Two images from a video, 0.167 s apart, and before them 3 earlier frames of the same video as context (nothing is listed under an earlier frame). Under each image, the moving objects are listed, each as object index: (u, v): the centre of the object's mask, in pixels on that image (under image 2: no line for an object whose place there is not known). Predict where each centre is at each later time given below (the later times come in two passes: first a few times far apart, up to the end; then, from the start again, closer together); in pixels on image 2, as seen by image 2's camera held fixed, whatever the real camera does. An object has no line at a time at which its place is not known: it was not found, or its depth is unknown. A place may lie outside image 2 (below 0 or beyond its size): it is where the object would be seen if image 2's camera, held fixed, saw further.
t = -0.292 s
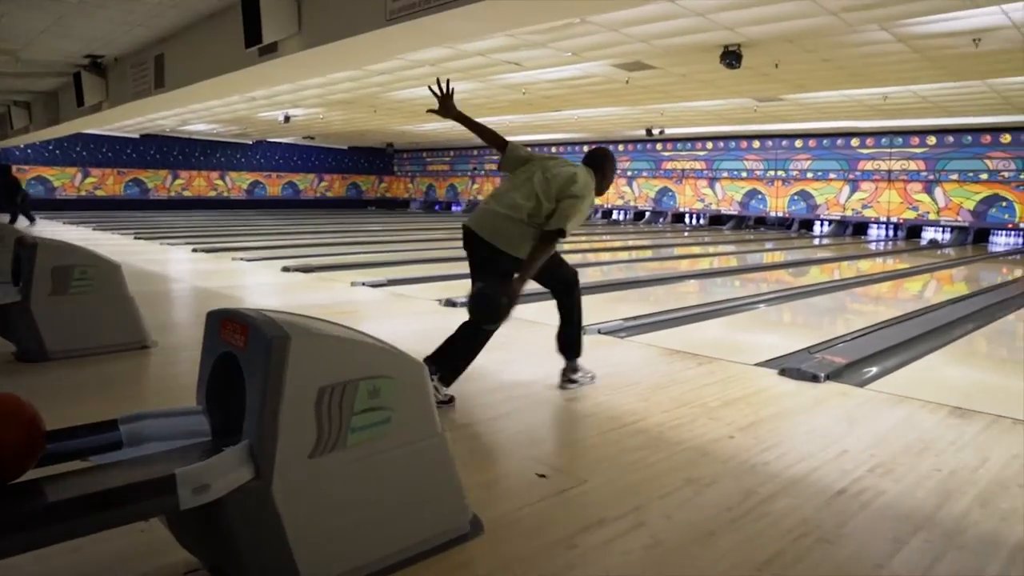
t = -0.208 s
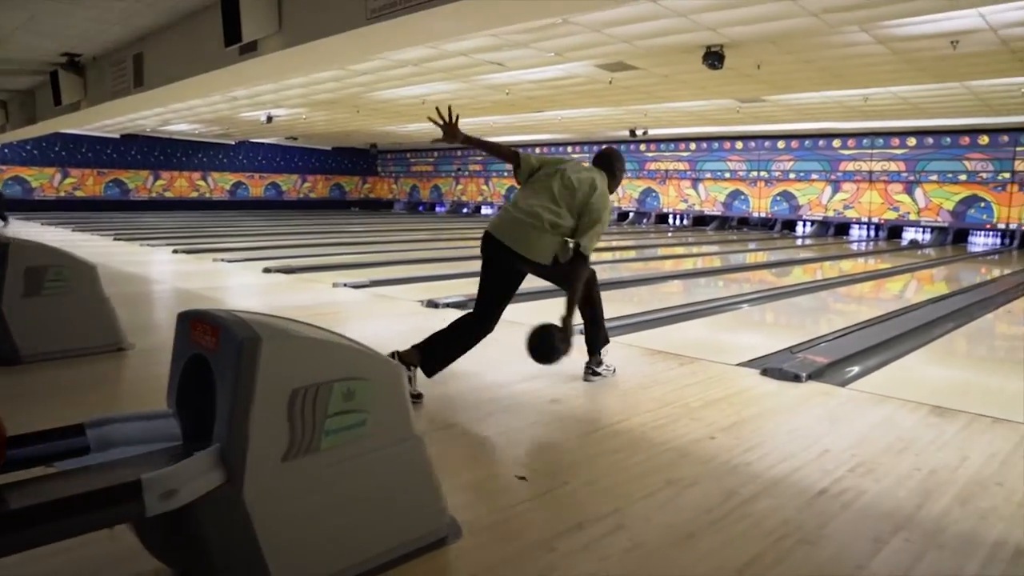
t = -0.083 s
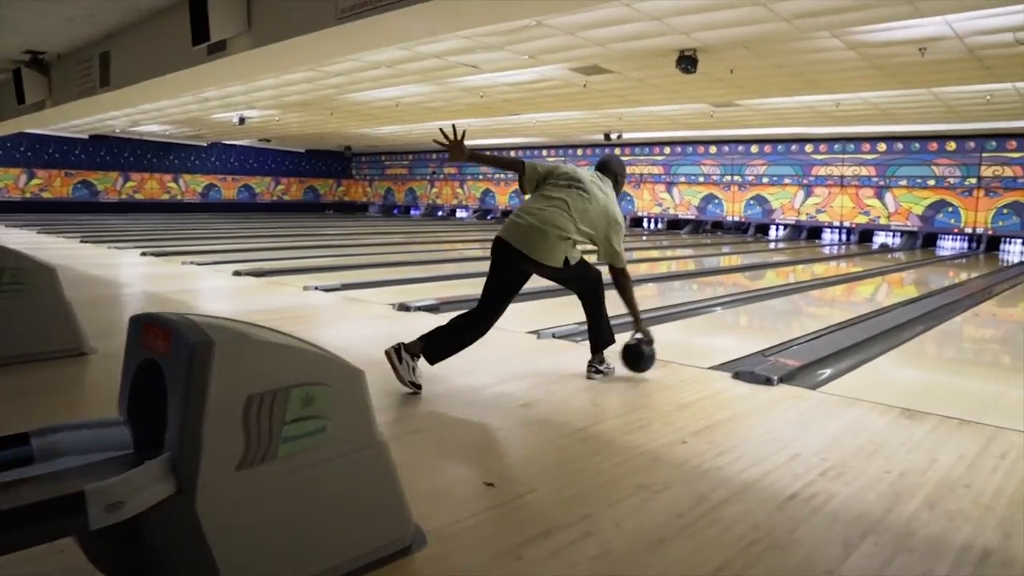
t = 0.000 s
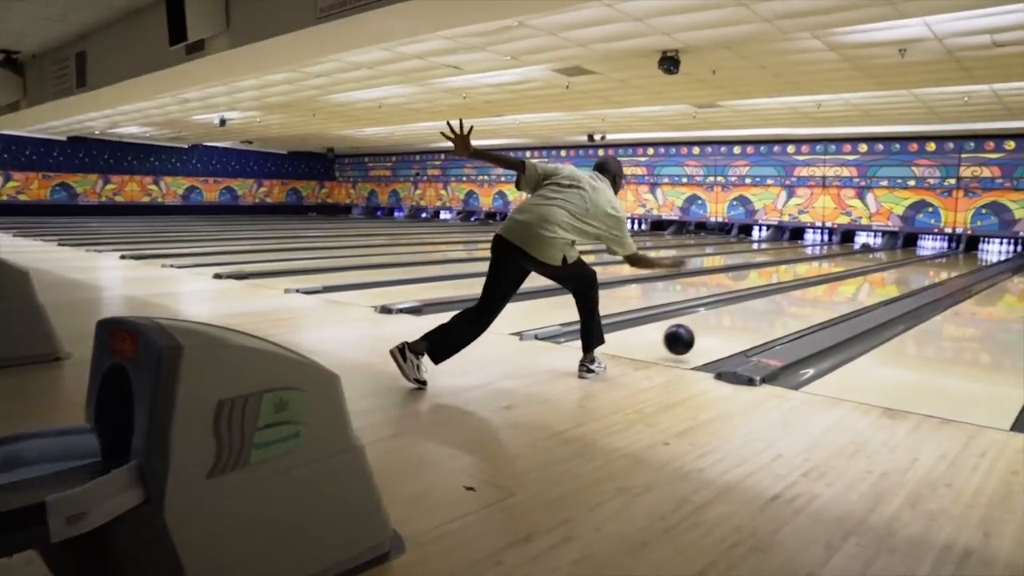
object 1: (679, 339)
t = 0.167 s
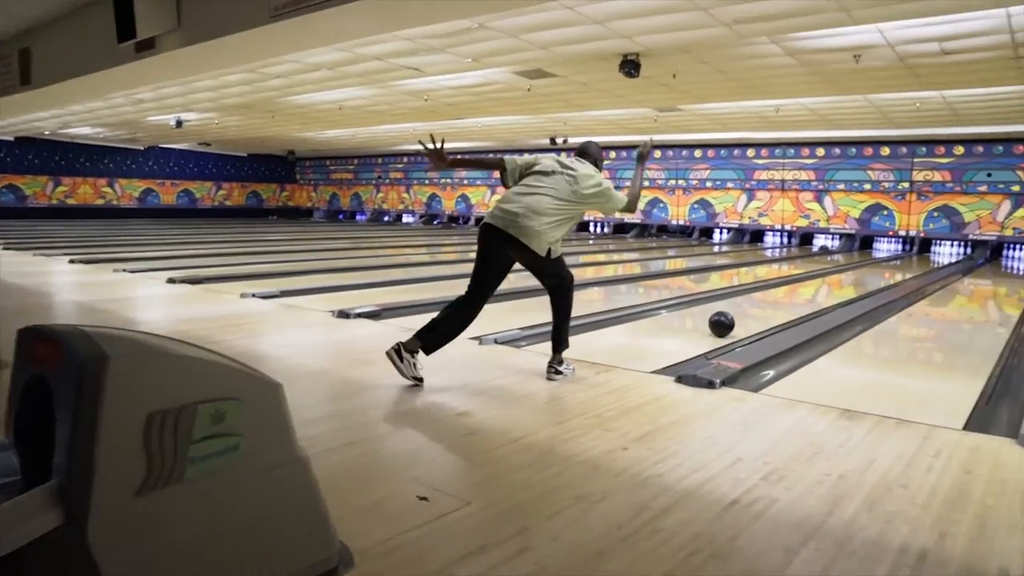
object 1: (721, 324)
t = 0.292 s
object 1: (764, 310)
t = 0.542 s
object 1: (823, 292)
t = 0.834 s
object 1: (867, 279)
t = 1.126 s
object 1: (896, 270)
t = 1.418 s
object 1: (917, 262)
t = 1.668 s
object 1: (930, 258)
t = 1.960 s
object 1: (942, 255)
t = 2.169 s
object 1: (948, 253)
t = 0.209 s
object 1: (737, 319)
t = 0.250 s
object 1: (751, 314)
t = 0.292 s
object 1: (764, 310)
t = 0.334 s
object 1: (776, 307)
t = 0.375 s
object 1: (787, 303)
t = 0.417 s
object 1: (797, 300)
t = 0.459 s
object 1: (806, 297)
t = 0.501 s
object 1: (815, 294)
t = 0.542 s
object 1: (823, 292)
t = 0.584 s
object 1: (830, 290)
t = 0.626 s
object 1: (837, 288)
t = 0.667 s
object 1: (844, 286)
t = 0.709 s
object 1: (850, 284)
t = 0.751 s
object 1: (856, 282)
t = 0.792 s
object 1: (861, 281)
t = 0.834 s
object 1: (867, 279)
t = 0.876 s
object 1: (872, 278)
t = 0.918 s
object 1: (876, 276)
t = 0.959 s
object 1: (881, 275)
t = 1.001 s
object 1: (885, 274)
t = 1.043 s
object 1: (888, 273)
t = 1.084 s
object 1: (893, 271)
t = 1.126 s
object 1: (896, 270)
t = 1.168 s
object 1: (899, 268)
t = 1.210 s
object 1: (902, 268)
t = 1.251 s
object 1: (905, 266)
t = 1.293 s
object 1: (909, 265)
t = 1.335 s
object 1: (911, 264)
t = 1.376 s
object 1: (915, 264)
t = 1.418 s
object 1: (917, 262)
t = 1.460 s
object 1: (919, 262)
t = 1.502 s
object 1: (922, 261)
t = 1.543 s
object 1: (924, 260)
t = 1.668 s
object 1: (930, 258)
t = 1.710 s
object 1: (932, 258)
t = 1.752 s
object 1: (934, 257)
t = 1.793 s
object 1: (935, 257)
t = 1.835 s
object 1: (937, 256)
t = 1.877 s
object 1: (939, 256)
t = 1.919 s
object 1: (940, 256)
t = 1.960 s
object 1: (942, 255)
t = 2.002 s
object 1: (944, 255)
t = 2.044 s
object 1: (945, 254)
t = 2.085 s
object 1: (946, 254)
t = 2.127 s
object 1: (948, 254)
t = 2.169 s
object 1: (948, 253)
